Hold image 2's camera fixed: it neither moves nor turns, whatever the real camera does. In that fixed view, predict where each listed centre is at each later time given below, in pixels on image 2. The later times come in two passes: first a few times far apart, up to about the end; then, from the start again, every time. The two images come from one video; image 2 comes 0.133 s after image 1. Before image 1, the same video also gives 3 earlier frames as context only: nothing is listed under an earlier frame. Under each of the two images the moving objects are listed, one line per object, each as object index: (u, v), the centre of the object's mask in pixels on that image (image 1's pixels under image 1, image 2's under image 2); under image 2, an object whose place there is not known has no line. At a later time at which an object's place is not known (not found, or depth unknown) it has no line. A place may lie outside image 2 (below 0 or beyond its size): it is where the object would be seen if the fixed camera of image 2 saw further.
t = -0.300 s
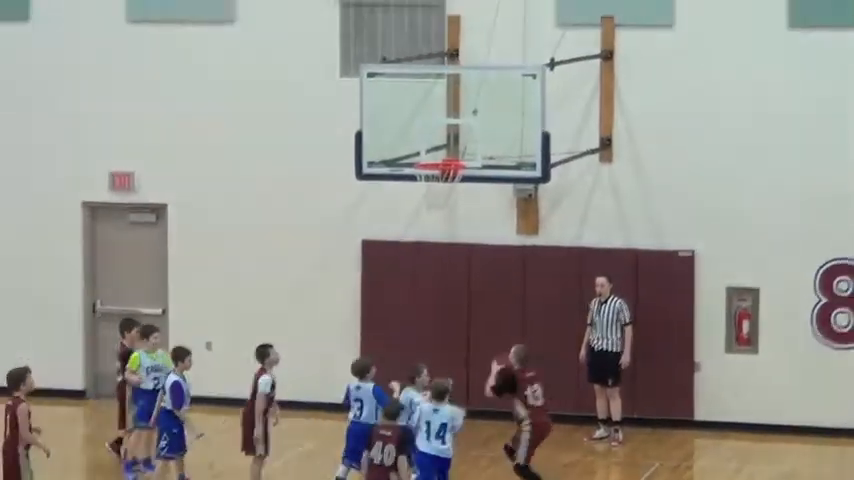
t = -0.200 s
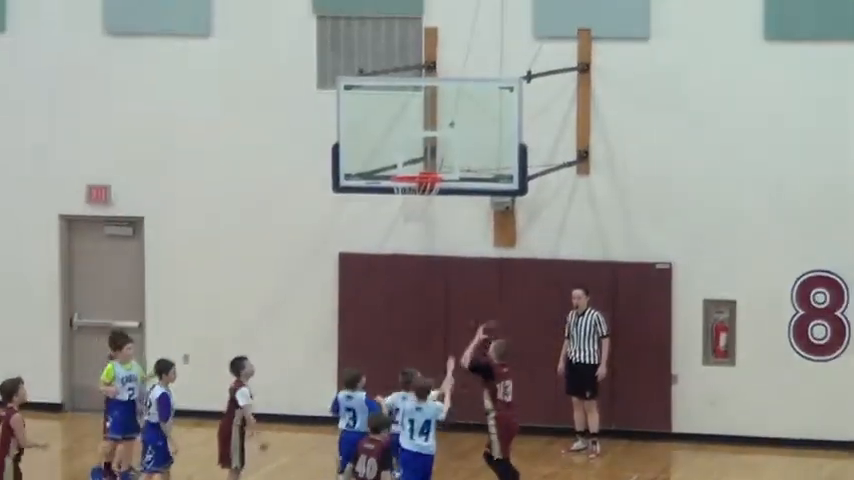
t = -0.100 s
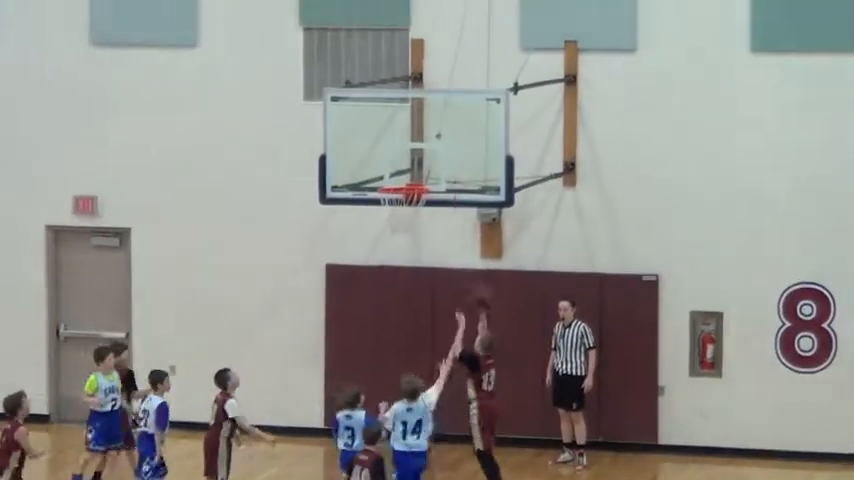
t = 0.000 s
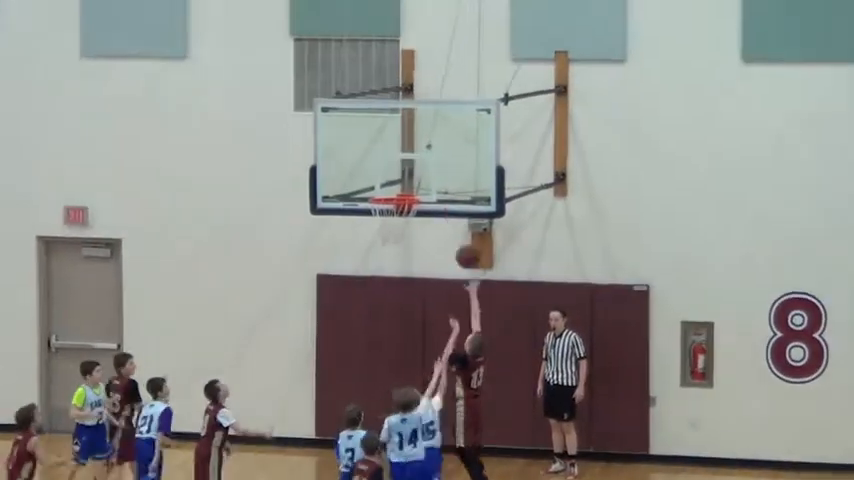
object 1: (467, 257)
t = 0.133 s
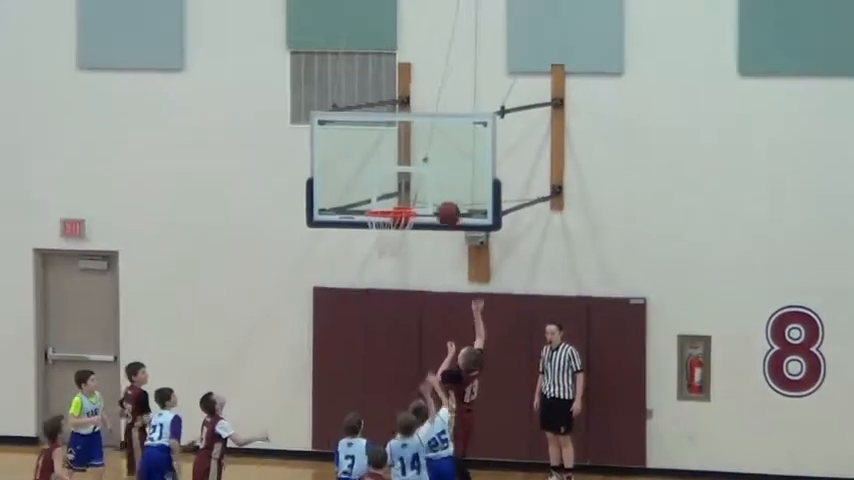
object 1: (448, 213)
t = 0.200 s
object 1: (440, 192)
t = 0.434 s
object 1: (412, 168)
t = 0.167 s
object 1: (444, 203)
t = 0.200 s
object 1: (440, 192)
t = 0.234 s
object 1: (436, 184)
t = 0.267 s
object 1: (431, 176)
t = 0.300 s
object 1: (428, 170)
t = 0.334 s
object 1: (424, 168)
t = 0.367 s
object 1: (420, 167)
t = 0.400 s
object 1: (416, 167)
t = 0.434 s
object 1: (412, 168)
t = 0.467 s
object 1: (409, 170)
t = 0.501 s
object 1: (405, 174)
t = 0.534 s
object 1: (400, 178)
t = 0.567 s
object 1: (397, 184)
